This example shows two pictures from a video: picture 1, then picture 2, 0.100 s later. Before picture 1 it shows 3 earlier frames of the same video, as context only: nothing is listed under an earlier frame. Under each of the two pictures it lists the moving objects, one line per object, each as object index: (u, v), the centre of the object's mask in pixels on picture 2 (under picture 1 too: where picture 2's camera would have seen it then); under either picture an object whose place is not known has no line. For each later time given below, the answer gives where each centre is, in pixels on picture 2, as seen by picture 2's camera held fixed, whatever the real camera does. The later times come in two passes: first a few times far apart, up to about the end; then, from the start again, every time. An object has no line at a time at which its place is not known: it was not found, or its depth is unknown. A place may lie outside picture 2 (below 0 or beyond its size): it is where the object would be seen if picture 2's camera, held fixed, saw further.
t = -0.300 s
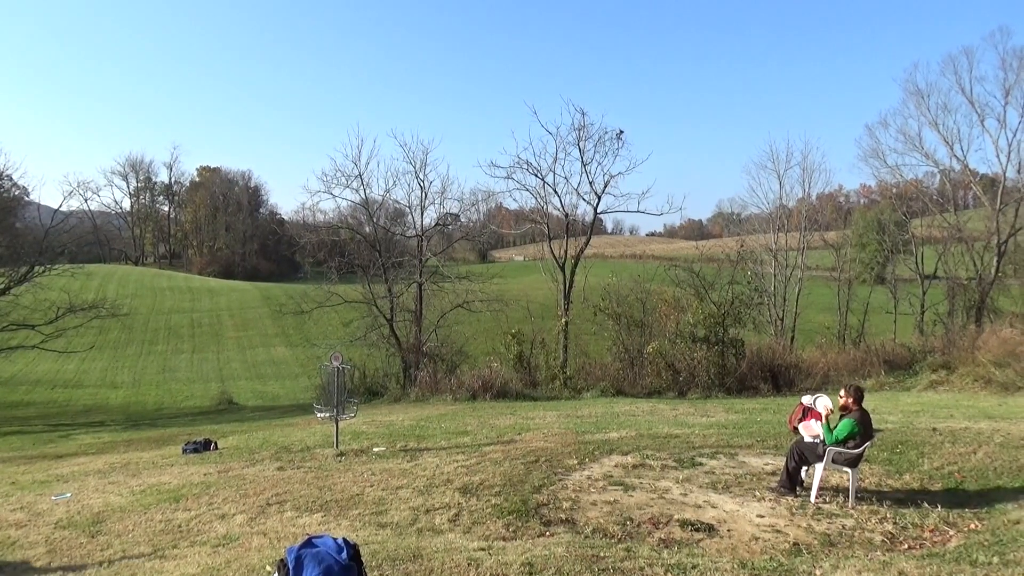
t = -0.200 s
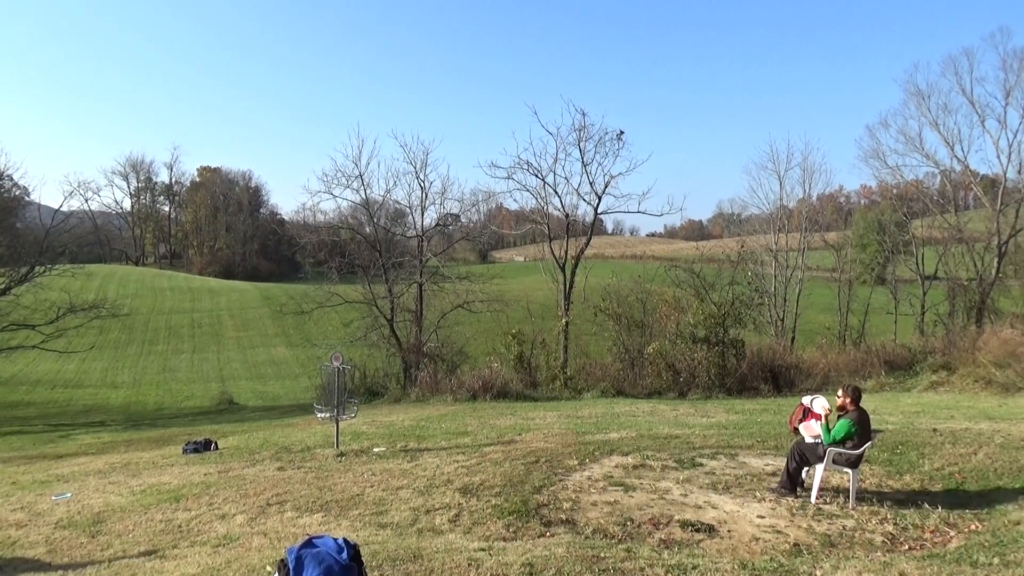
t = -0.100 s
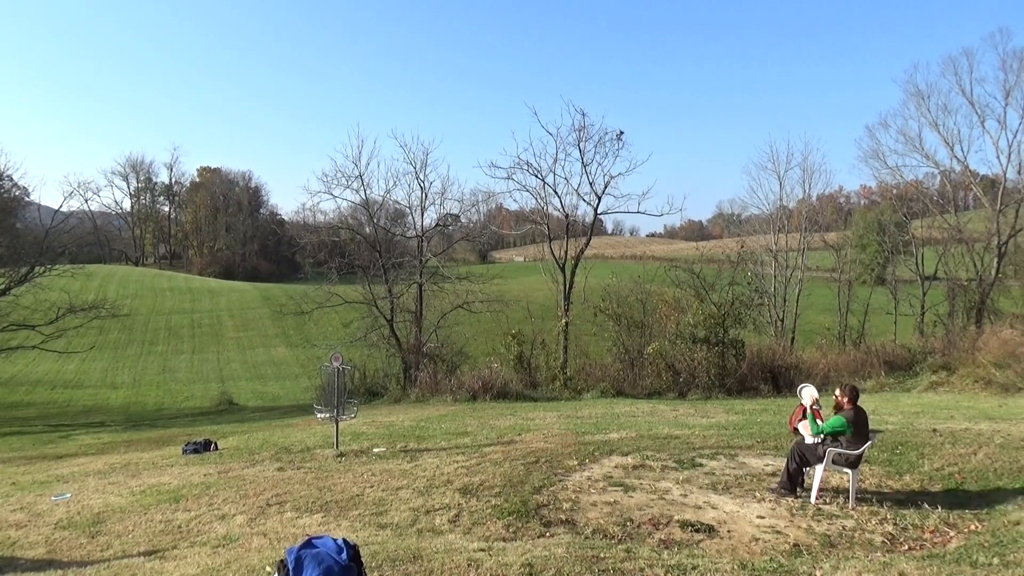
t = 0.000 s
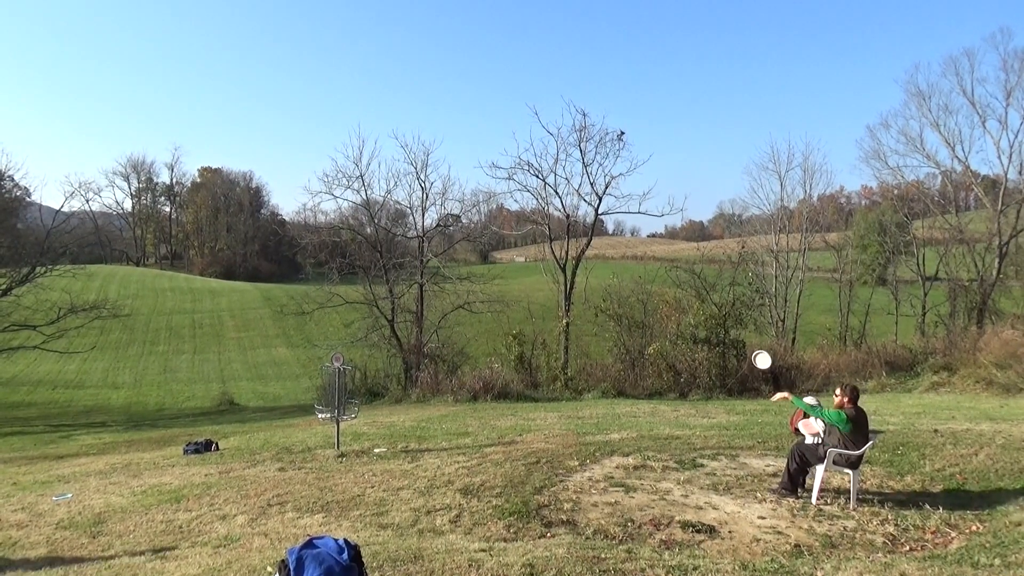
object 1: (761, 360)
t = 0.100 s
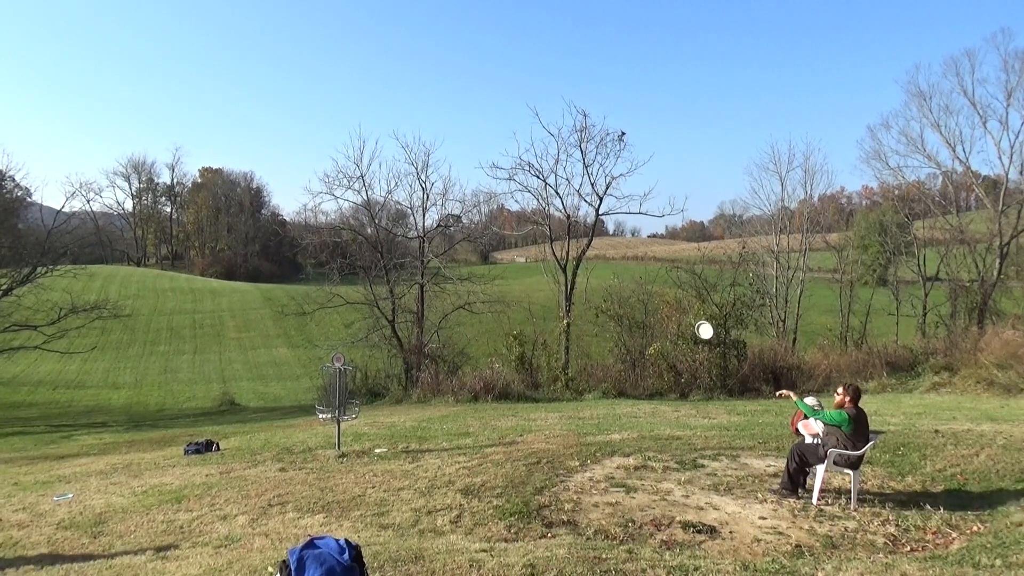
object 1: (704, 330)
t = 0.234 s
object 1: (631, 305)
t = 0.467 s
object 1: (520, 298)
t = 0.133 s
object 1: (686, 322)
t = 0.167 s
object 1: (667, 315)
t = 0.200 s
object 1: (649, 310)
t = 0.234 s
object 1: (631, 305)
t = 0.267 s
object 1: (614, 301)
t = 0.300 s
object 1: (598, 299)
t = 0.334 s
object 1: (581, 297)
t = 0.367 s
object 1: (565, 296)
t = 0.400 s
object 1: (550, 296)
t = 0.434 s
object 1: (535, 296)
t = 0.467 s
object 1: (520, 298)
